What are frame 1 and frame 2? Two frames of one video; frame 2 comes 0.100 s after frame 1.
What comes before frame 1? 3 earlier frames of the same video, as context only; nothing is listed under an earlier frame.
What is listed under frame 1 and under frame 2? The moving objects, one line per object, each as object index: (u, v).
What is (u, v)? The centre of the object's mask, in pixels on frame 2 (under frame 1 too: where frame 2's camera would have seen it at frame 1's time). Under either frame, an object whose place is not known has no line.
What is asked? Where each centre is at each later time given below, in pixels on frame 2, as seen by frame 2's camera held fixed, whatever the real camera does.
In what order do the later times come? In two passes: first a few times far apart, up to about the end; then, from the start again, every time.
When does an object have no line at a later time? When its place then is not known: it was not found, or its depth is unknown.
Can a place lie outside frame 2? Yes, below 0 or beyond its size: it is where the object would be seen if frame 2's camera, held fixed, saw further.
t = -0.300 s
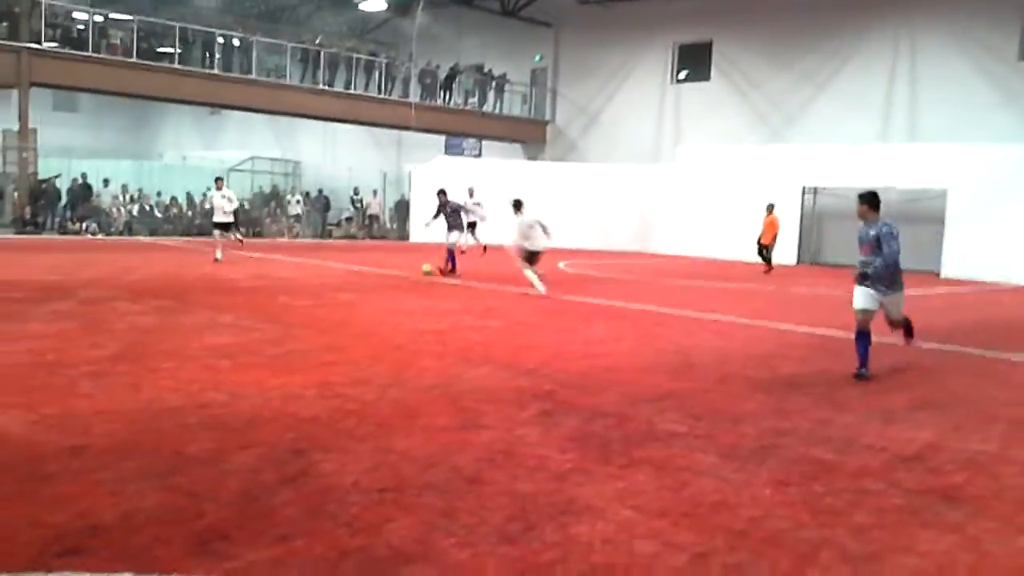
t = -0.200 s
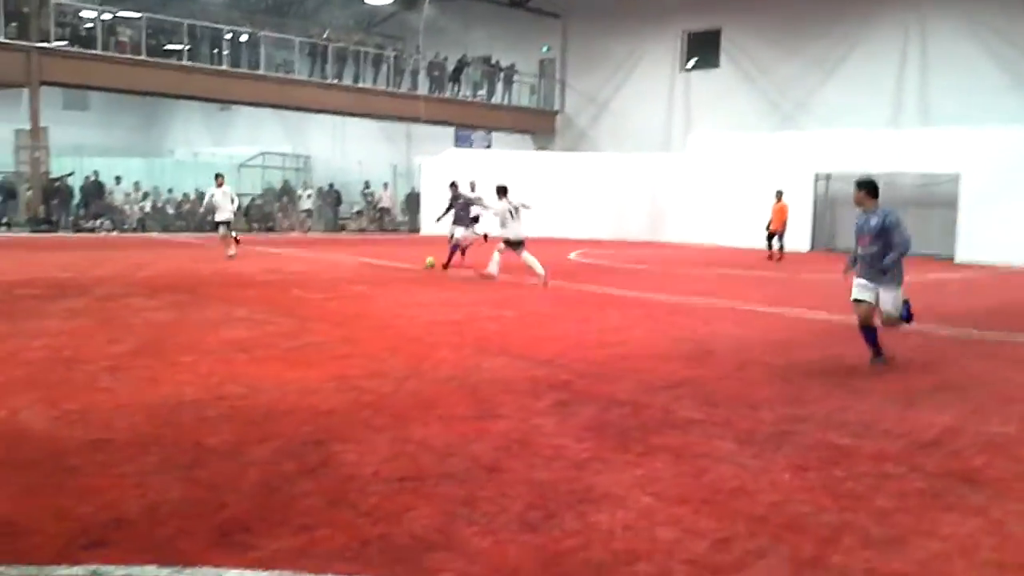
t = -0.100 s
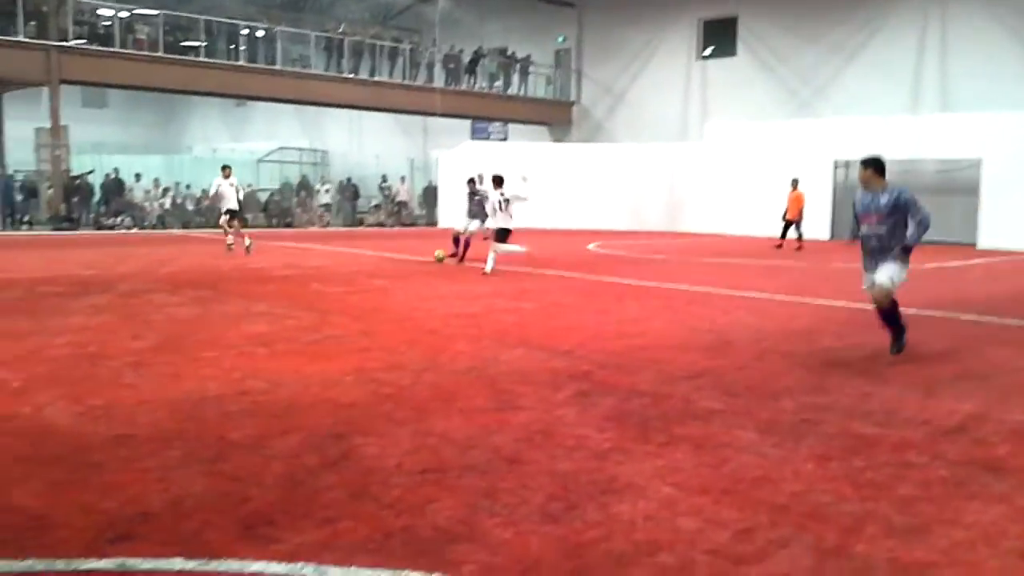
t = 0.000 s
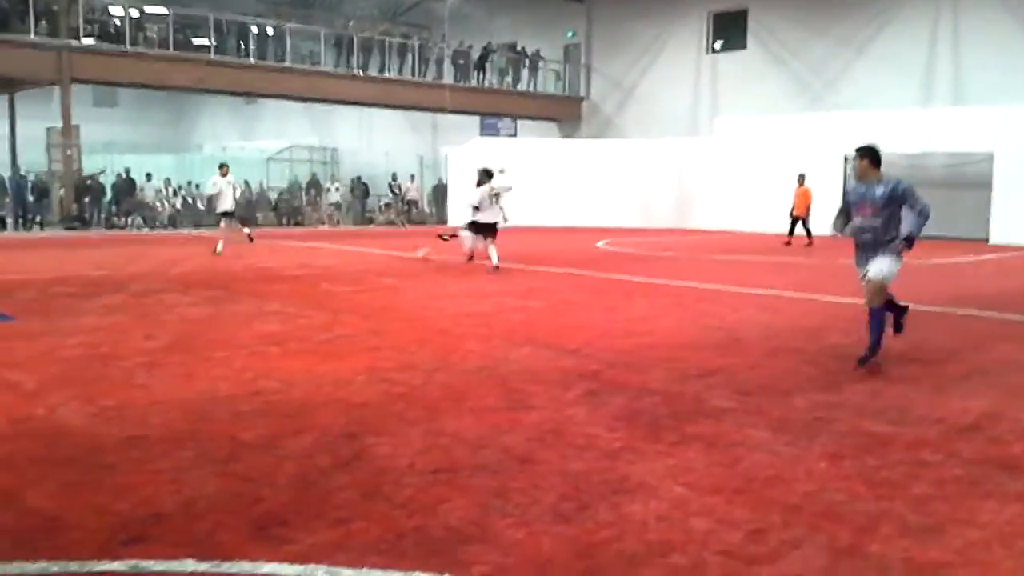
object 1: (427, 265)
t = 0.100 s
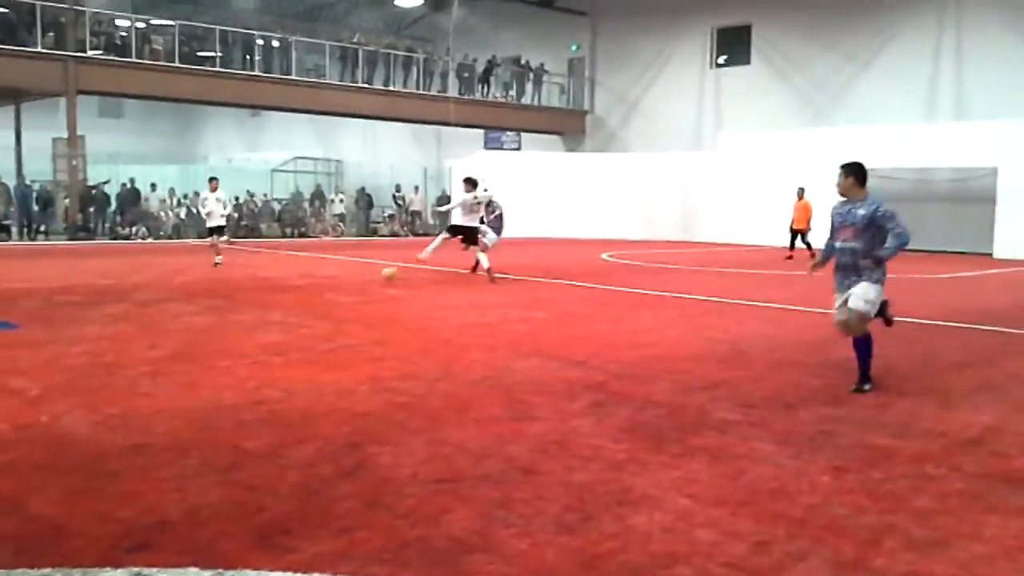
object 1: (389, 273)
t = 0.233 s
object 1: (339, 277)
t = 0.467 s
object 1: (230, 299)
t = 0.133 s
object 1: (376, 278)
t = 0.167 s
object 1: (364, 277)
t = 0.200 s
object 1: (352, 277)
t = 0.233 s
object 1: (339, 277)
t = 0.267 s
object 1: (324, 279)
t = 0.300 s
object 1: (310, 282)
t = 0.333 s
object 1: (295, 285)
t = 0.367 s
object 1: (279, 289)
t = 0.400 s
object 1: (262, 297)
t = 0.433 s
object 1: (247, 300)
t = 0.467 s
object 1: (230, 299)
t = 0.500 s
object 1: (214, 301)
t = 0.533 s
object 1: (196, 304)
